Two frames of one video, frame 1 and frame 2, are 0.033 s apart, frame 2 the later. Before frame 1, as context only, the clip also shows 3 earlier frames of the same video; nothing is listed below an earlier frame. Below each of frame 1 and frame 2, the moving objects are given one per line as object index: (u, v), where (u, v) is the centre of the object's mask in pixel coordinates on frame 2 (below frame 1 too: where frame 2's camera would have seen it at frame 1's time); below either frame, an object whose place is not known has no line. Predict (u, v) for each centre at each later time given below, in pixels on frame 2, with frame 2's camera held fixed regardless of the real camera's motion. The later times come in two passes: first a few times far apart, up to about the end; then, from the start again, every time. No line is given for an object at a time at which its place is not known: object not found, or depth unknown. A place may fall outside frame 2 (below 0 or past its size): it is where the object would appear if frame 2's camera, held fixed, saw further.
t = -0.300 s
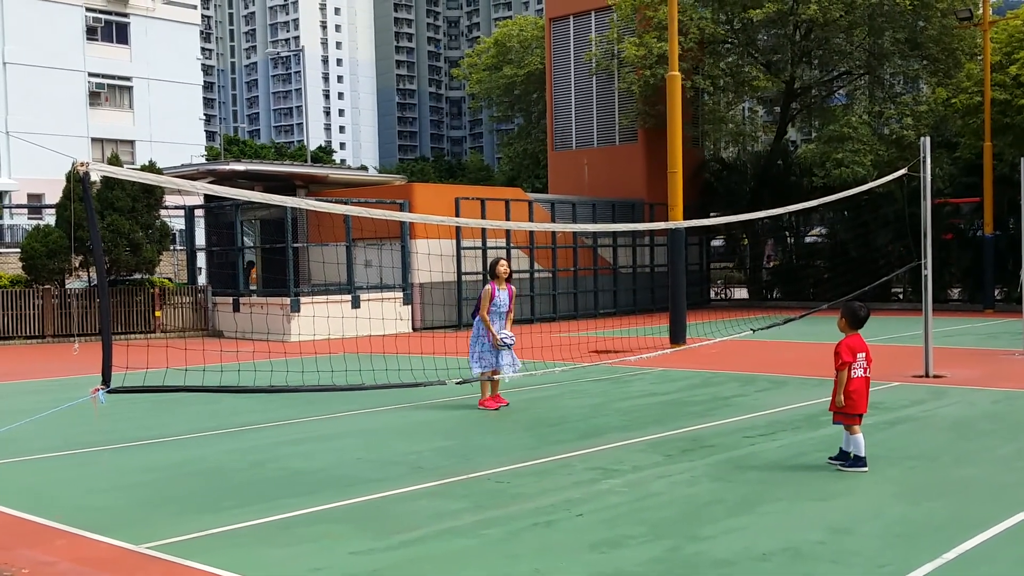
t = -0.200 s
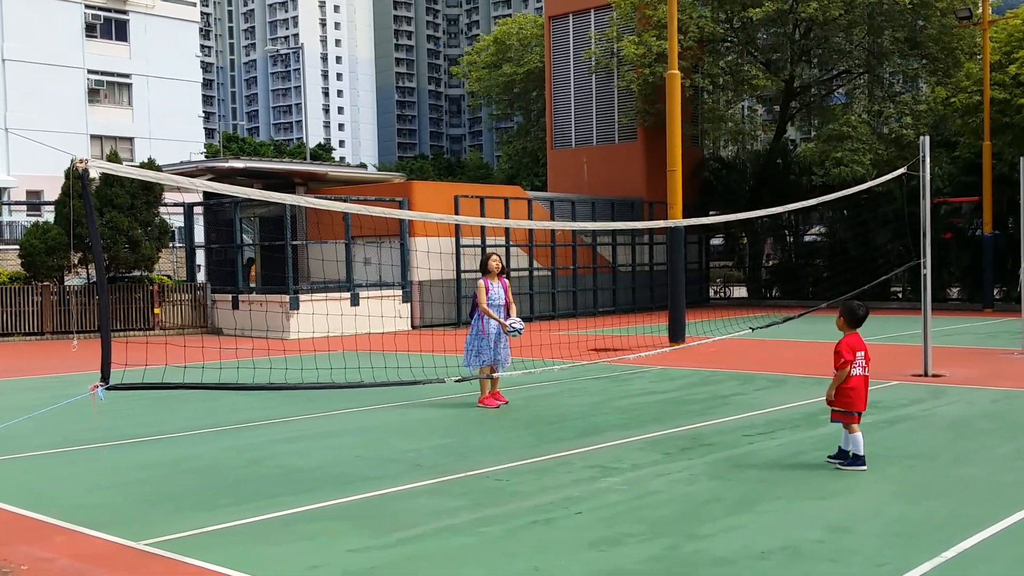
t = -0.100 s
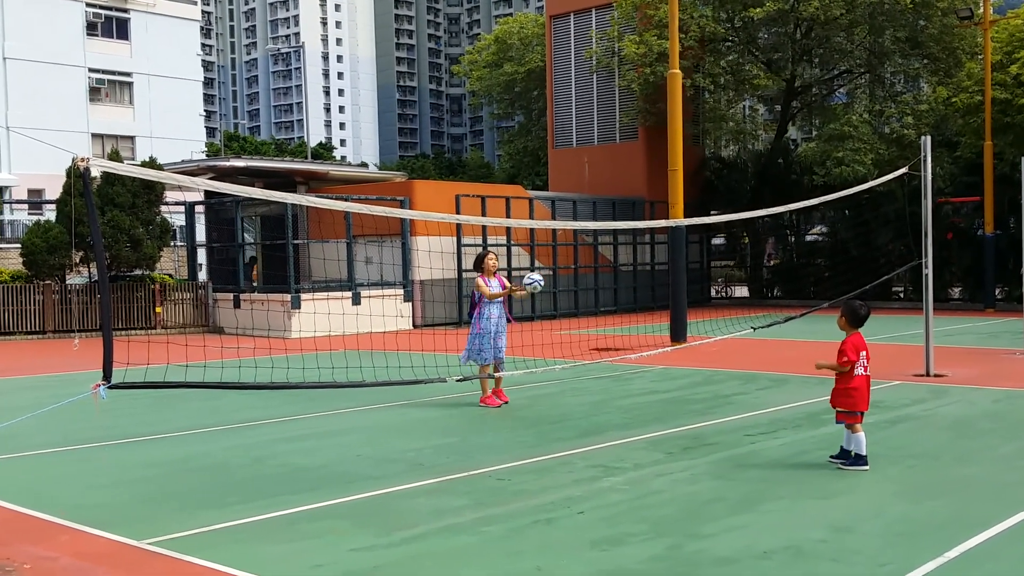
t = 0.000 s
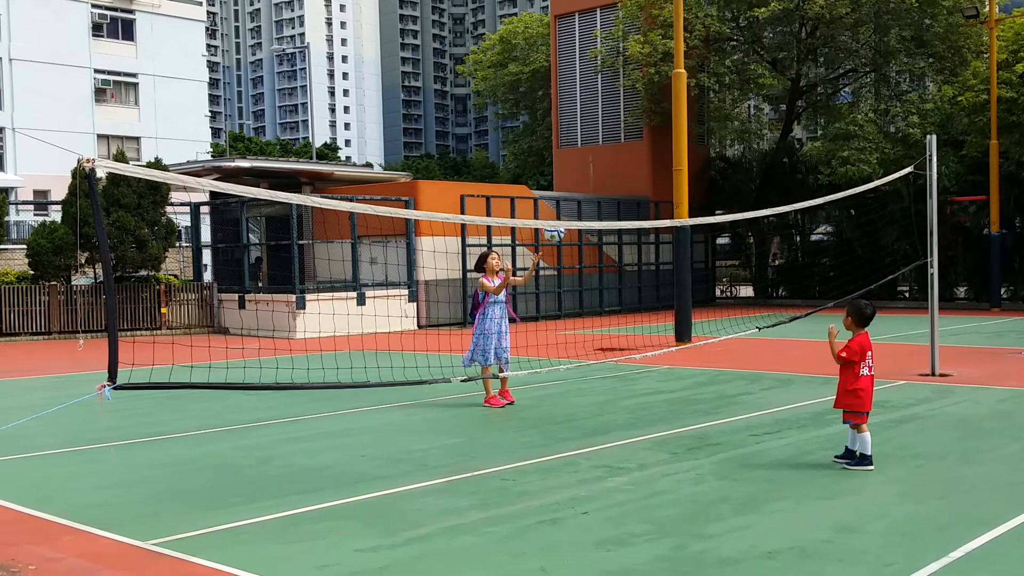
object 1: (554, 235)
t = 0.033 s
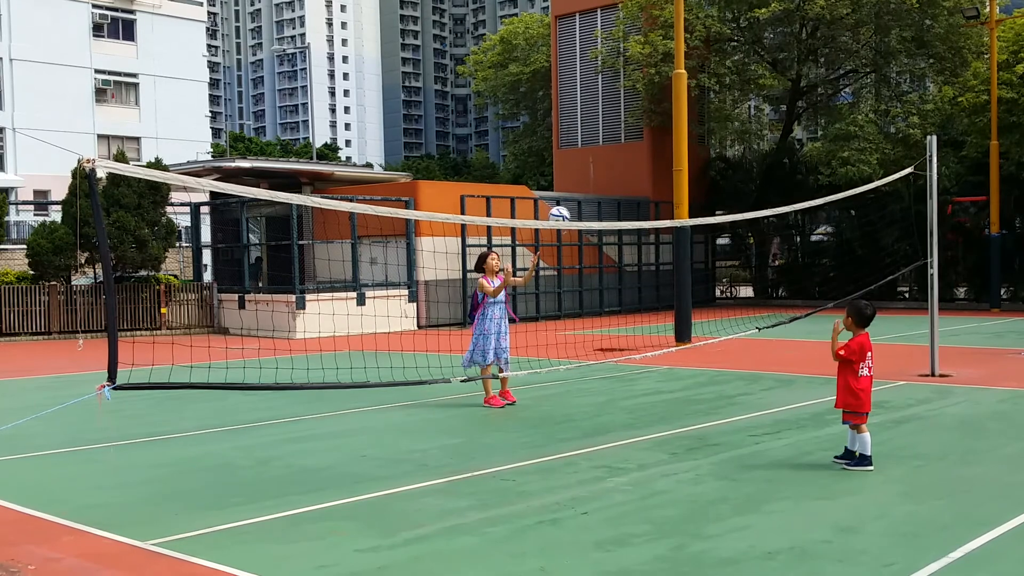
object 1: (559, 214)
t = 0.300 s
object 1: (604, 137)
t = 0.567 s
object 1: (653, 138)
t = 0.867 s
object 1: (714, 252)
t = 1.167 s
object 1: (774, 391)
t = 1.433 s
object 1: (817, 274)
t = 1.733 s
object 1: (868, 251)
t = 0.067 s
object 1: (564, 203)
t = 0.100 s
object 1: (570, 190)
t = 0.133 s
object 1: (575, 178)
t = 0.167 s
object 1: (581, 168)
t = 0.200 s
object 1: (586, 158)
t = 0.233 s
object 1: (592, 150)
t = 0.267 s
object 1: (598, 143)
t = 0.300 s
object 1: (604, 137)
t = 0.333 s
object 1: (609, 133)
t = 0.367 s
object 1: (615, 130)
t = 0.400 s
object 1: (621, 127)
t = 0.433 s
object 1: (627, 127)
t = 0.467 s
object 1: (633, 128)
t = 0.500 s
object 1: (640, 130)
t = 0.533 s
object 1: (646, 133)
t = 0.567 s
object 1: (653, 138)
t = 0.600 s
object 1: (659, 145)
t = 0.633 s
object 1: (666, 153)
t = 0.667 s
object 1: (672, 162)
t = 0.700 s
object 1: (679, 173)
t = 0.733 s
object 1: (686, 186)
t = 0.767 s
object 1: (693, 200)
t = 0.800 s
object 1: (700, 216)
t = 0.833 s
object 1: (707, 233)
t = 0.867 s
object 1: (714, 252)
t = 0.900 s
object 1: (721, 273)
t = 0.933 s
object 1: (727, 295)
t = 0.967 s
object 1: (735, 319)
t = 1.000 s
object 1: (742, 345)
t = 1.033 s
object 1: (749, 373)
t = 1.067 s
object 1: (757, 402)
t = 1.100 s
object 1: (764, 433)
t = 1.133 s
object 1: (769, 412)
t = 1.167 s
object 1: (774, 391)
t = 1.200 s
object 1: (779, 372)
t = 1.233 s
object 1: (784, 354)
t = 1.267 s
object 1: (790, 337)
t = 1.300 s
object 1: (795, 322)
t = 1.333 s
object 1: (801, 307)
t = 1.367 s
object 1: (806, 295)
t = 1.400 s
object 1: (811, 284)
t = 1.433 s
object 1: (817, 274)
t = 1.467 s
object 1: (822, 265)
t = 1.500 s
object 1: (828, 258)
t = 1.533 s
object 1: (833, 253)
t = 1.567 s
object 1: (839, 248)
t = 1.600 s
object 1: (845, 246)
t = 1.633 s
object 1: (851, 244)
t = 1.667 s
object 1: (856, 245)
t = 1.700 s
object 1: (862, 247)
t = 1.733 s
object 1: (868, 251)
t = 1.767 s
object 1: (875, 257)
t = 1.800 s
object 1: (881, 264)
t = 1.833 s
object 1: (887, 273)
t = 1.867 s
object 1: (894, 284)
